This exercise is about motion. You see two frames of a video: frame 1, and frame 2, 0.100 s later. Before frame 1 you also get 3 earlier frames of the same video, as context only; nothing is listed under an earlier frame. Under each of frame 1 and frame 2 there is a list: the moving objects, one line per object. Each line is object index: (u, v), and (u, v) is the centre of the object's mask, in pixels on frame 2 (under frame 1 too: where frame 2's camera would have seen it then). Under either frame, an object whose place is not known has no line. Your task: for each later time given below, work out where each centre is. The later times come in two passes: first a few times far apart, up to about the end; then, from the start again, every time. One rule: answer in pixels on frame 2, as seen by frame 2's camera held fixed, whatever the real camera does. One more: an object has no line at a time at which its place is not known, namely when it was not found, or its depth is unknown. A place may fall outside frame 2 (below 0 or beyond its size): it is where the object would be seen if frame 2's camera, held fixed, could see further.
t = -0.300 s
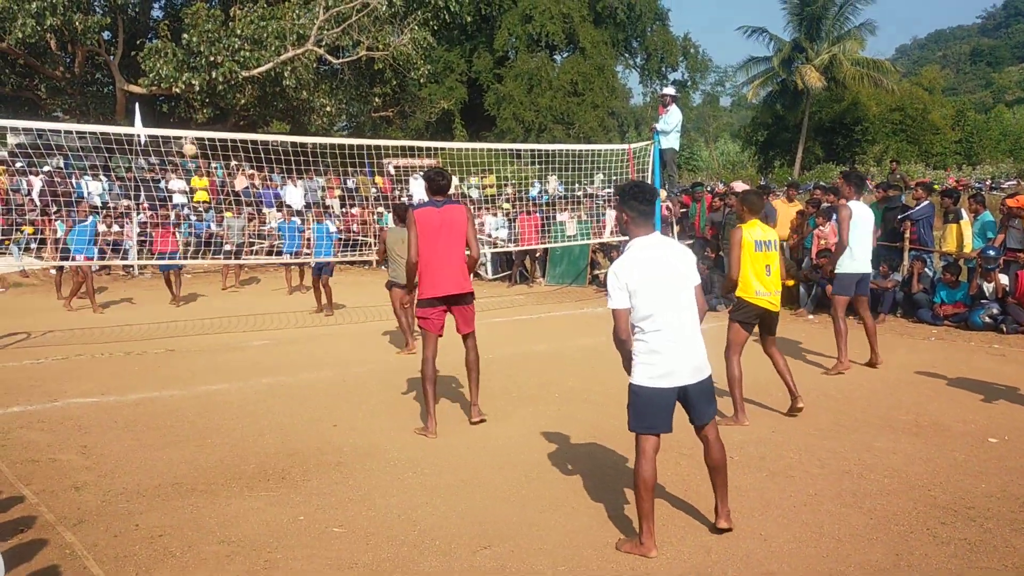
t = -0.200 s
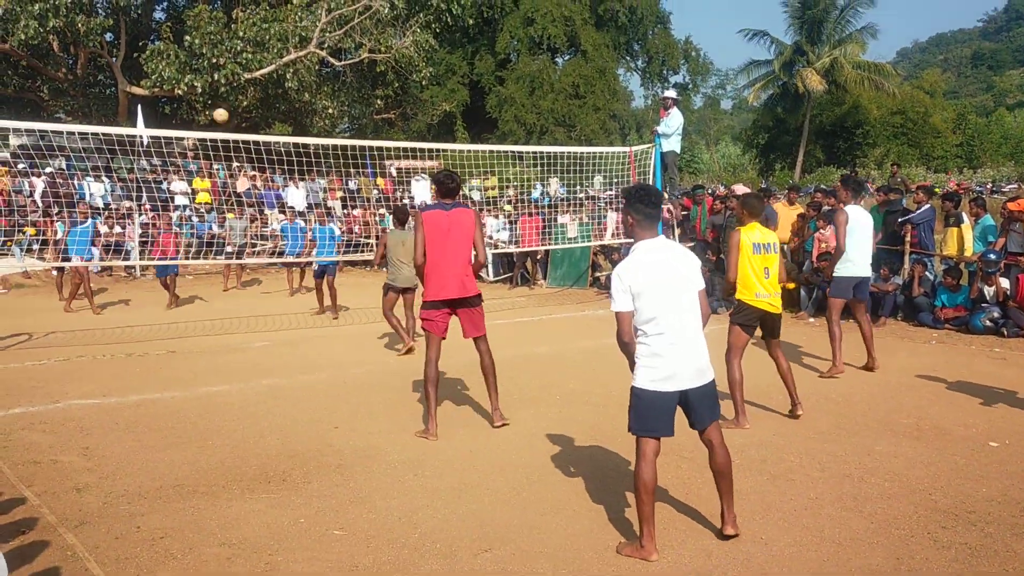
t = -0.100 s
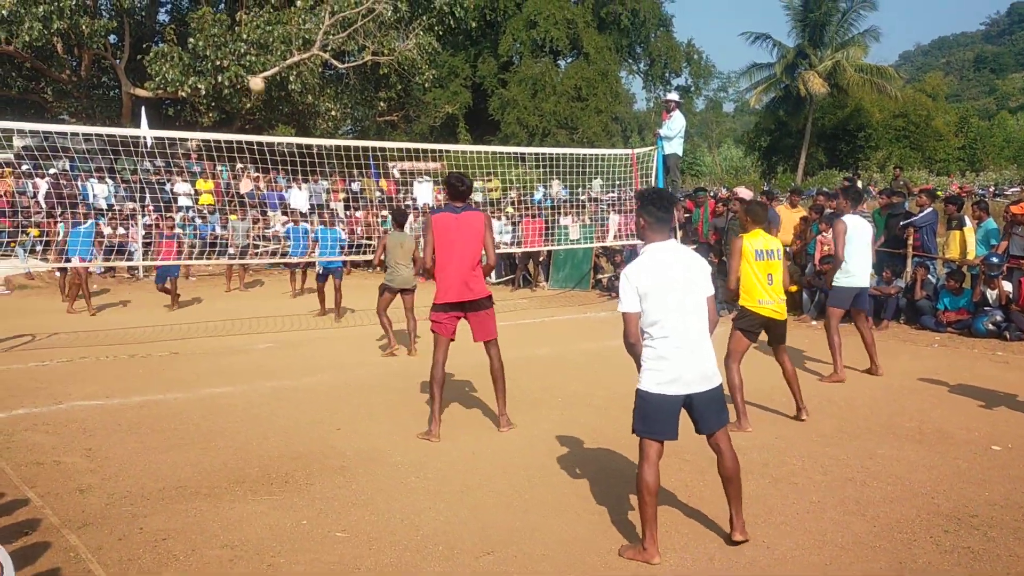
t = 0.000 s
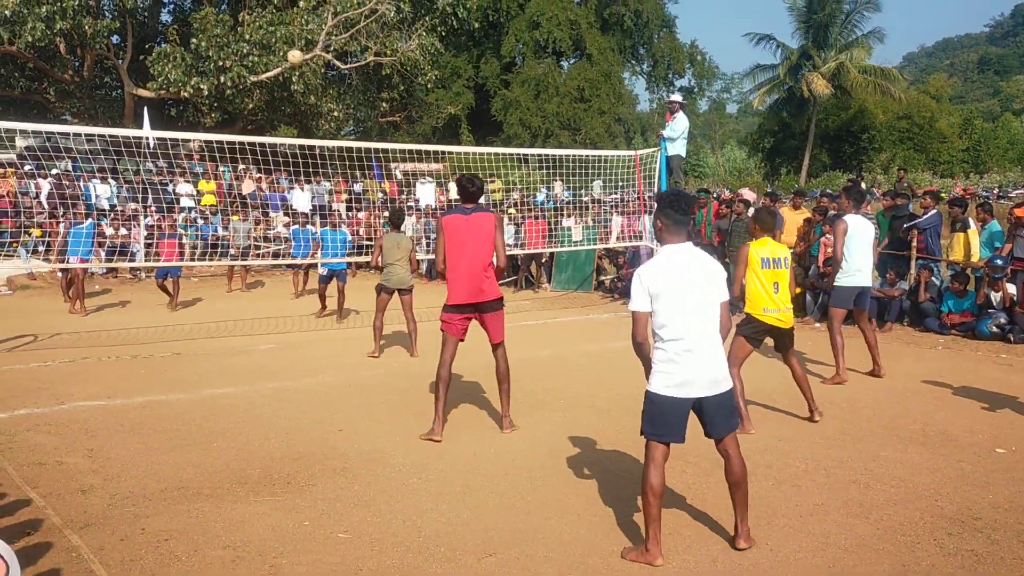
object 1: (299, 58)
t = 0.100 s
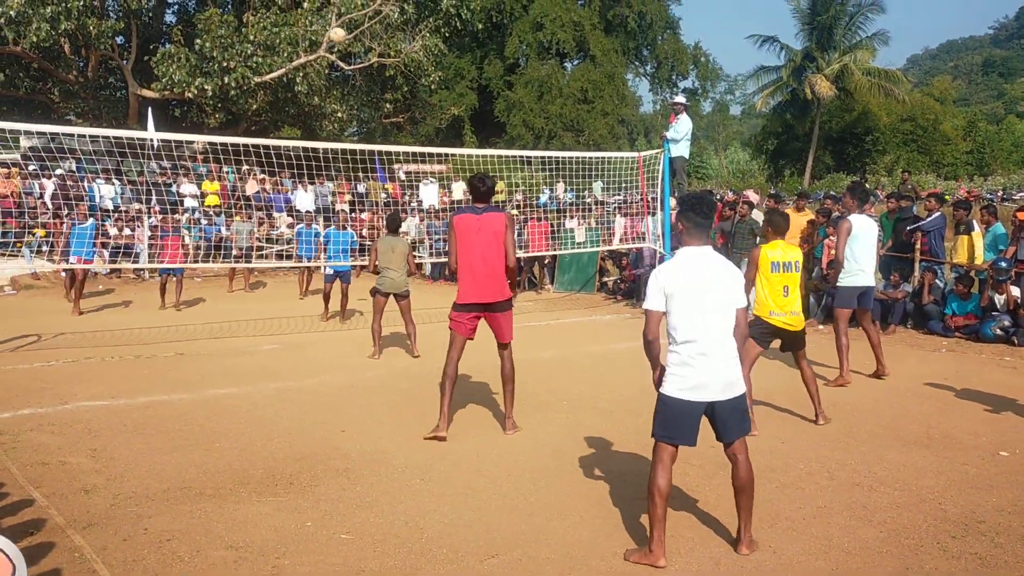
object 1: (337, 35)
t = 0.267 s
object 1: (407, 13)
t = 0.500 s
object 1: (521, 22)
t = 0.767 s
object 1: (682, 110)
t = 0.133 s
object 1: (350, 29)
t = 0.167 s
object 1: (365, 24)
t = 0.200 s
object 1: (378, 19)
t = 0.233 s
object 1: (393, 16)
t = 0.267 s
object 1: (407, 13)
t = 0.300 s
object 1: (422, 11)
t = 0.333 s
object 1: (438, 10)
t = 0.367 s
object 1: (453, 11)
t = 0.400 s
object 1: (470, 12)
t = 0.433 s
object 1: (486, 14)
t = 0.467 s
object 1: (503, 17)
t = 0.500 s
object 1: (521, 22)
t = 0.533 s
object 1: (539, 29)
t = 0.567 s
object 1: (558, 35)
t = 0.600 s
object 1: (577, 44)
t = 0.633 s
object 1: (597, 54)
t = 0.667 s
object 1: (617, 65)
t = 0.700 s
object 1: (638, 79)
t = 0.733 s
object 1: (660, 94)
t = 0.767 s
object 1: (682, 110)
